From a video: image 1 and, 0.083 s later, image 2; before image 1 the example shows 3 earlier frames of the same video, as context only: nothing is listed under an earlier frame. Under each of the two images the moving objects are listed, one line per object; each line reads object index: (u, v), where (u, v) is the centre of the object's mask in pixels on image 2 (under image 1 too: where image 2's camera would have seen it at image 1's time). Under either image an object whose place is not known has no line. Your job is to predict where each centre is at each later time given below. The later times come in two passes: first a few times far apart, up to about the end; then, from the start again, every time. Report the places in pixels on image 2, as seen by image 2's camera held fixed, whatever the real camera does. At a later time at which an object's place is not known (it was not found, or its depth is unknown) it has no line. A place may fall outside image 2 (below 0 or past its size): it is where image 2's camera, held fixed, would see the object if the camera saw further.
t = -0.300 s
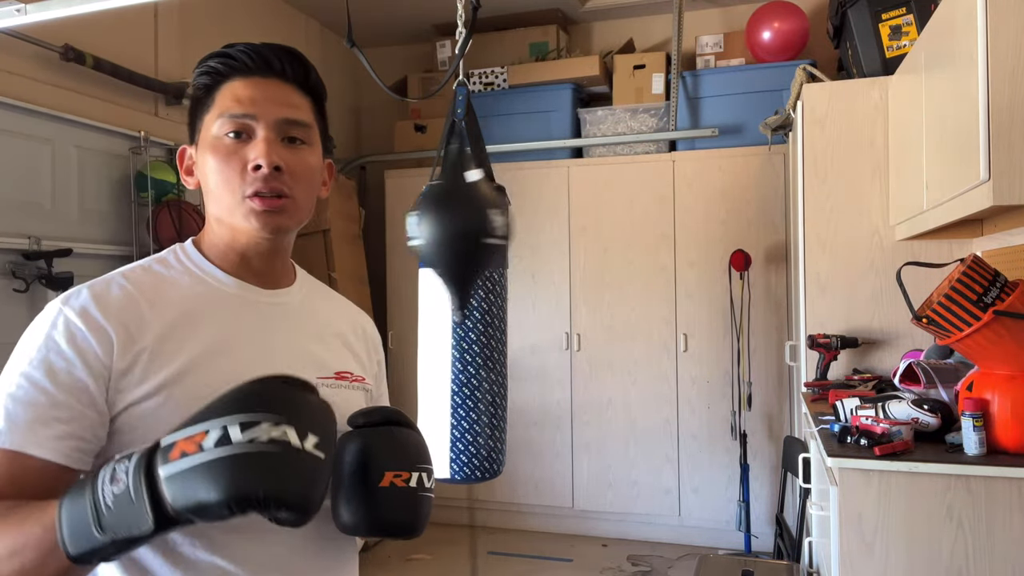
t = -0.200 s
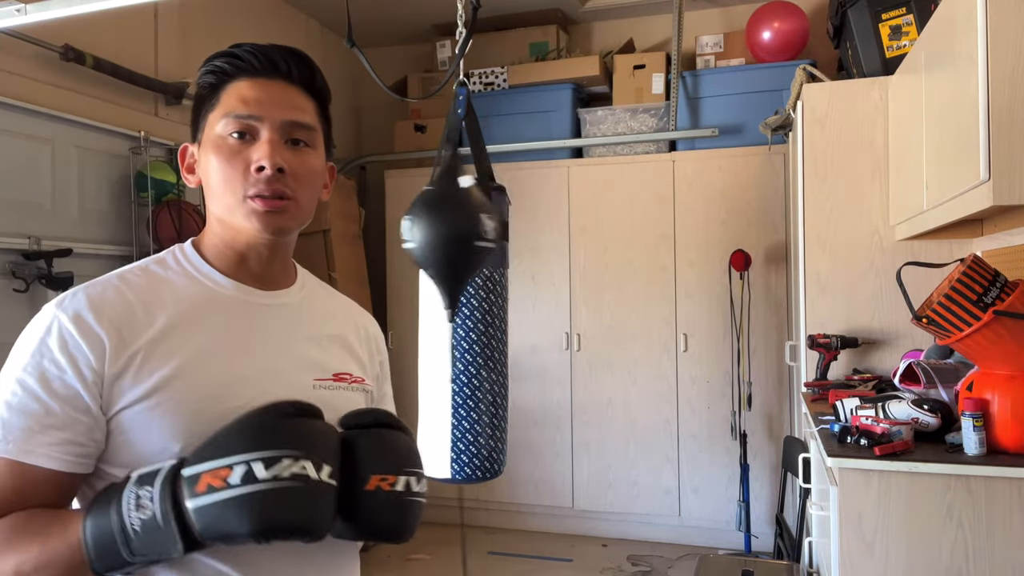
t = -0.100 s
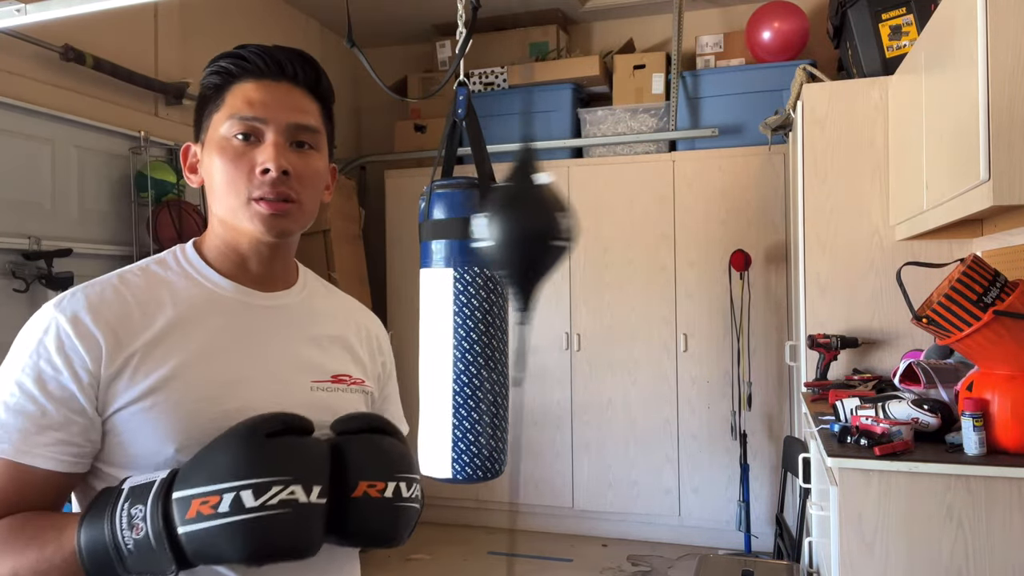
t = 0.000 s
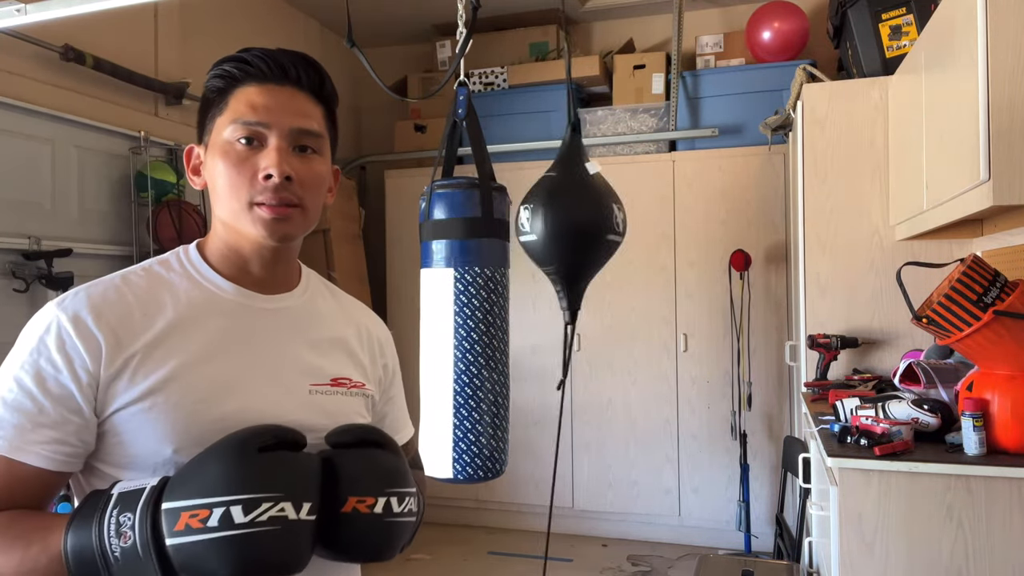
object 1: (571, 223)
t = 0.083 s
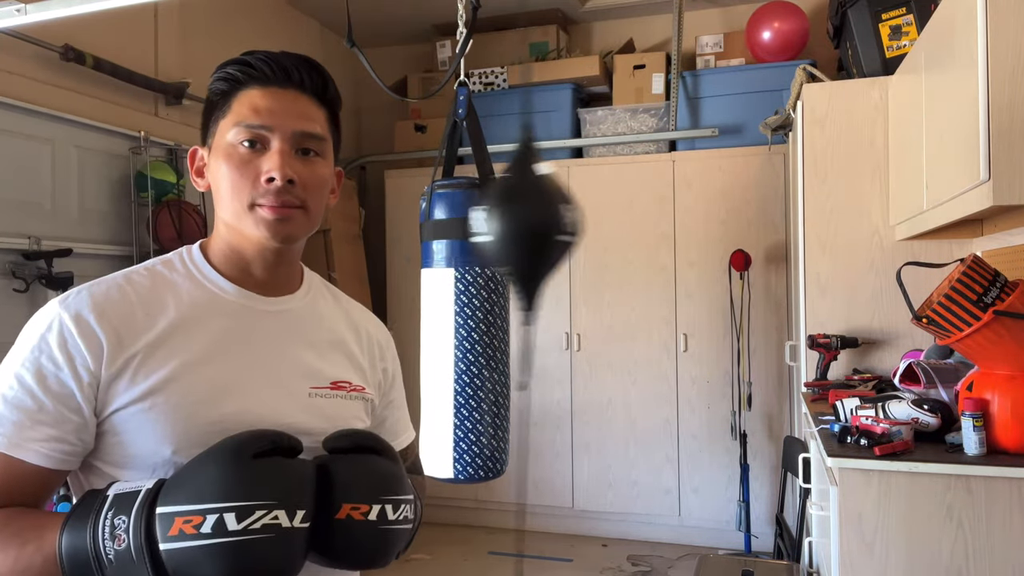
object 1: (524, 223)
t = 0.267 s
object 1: (453, 230)
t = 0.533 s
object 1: (535, 223)
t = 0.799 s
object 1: (499, 230)
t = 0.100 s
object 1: (509, 226)
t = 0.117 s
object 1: (496, 228)
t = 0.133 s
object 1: (482, 223)
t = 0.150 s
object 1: (470, 220)
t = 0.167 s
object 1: (459, 224)
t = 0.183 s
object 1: (450, 228)
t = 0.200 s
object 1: (446, 229)
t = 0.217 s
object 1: (444, 230)
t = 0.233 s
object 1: (444, 229)
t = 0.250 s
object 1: (447, 231)
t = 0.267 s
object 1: (453, 230)
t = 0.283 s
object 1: (463, 228)
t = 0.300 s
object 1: (474, 229)
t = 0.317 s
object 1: (485, 231)
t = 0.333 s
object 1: (497, 231)
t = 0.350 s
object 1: (510, 231)
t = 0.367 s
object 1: (524, 228)
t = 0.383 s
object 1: (537, 228)
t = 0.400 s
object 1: (549, 227)
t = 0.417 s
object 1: (558, 226)
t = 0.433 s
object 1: (564, 225)
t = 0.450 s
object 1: (568, 225)
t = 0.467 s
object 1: (568, 224)
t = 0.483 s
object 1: (565, 223)
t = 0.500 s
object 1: (558, 222)
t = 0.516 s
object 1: (548, 222)
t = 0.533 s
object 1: (535, 223)
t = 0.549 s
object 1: (521, 224)
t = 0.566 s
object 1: (508, 225)
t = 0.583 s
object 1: (495, 226)
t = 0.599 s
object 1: (482, 223)
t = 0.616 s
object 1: (471, 218)
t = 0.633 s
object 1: (461, 224)
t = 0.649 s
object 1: (452, 225)
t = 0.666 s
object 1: (449, 225)
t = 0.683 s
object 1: (447, 226)
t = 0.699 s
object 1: (448, 226)
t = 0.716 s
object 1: (451, 226)
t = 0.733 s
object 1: (455, 227)
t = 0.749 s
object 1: (464, 228)
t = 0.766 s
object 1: (476, 232)
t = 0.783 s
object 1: (487, 233)
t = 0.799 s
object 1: (499, 230)
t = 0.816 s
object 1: (510, 230)
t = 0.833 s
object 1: (524, 229)
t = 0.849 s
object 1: (536, 228)
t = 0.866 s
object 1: (548, 227)
